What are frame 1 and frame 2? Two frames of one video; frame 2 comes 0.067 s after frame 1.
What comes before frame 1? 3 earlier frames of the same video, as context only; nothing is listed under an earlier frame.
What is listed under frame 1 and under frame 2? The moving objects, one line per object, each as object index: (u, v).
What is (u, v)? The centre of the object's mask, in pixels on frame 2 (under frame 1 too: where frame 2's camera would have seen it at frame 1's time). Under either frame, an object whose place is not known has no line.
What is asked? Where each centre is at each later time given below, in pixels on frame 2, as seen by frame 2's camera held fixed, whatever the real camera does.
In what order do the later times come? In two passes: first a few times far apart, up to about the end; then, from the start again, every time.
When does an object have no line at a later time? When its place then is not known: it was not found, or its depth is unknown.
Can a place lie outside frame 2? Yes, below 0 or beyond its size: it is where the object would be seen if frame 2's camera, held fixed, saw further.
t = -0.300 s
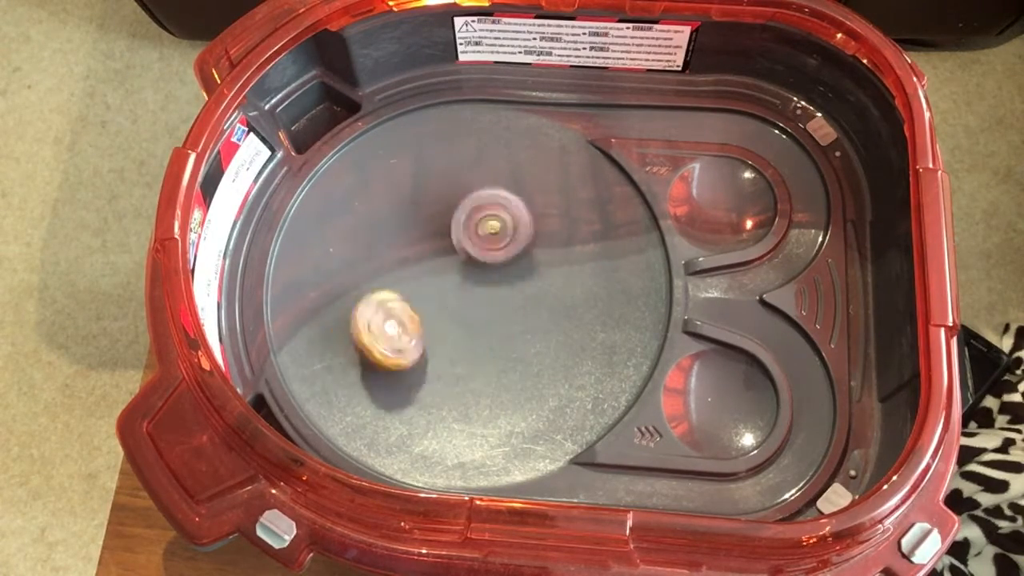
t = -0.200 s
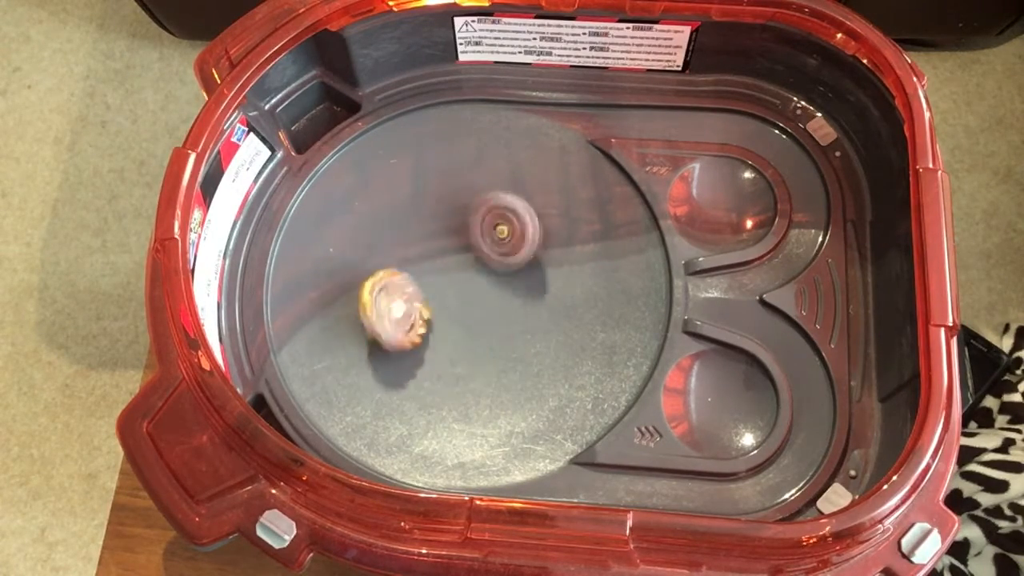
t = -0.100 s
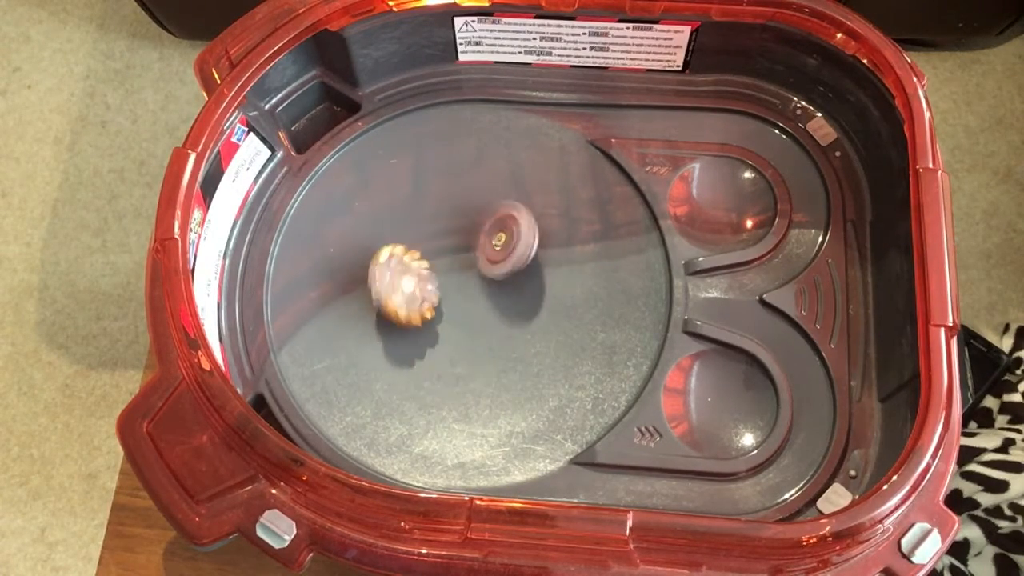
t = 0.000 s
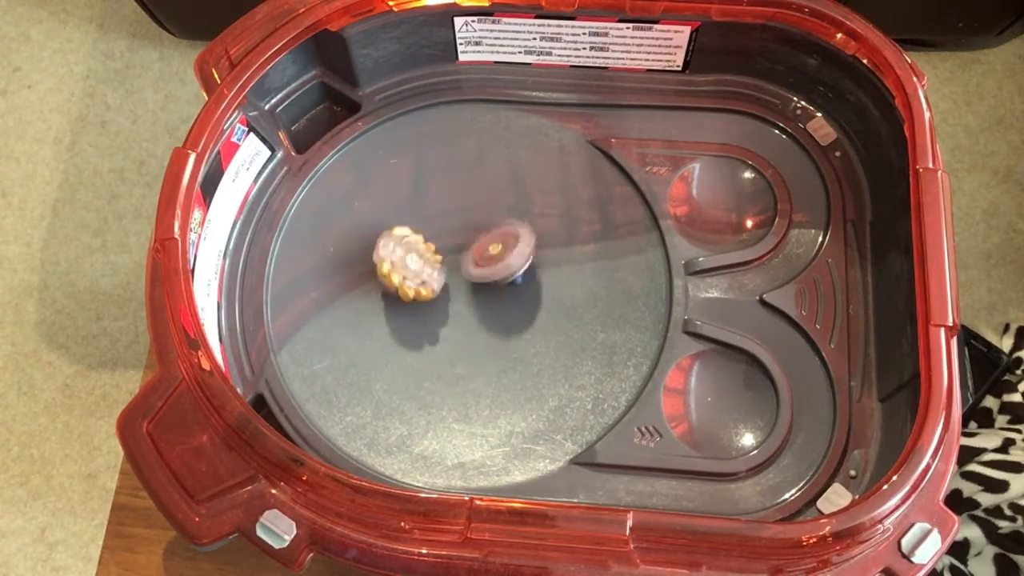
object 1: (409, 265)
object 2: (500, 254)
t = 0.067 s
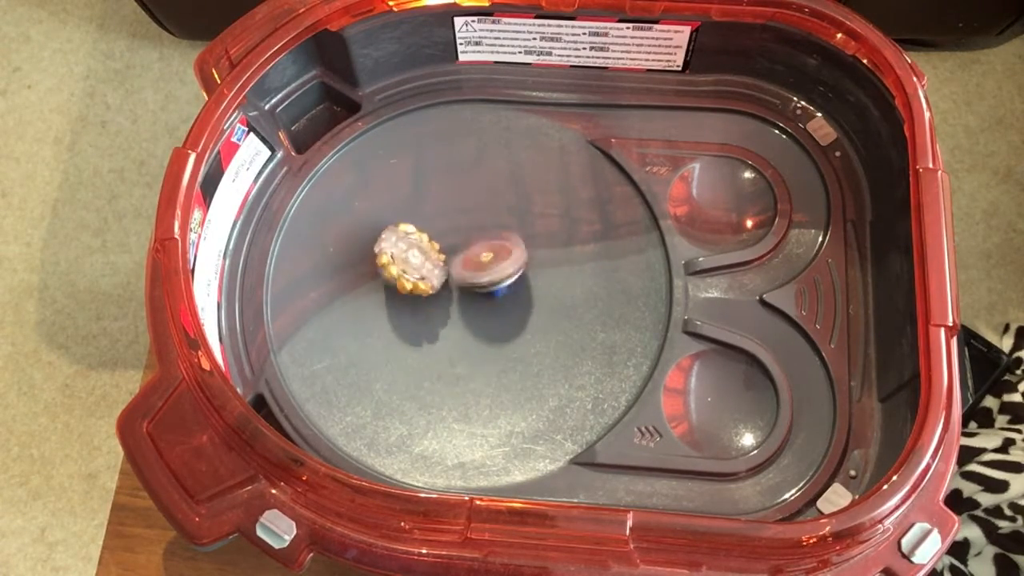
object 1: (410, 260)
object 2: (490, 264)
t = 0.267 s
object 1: (412, 271)
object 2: (492, 276)
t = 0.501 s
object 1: (411, 269)
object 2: (478, 288)
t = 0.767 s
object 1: (412, 268)
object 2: (490, 338)
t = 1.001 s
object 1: (412, 268)
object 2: (525, 378)
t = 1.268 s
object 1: (413, 268)
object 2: (551, 322)
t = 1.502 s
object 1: (412, 268)
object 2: (476, 327)
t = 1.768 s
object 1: (412, 268)
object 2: (473, 327)
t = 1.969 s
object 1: (412, 268)
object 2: (470, 309)
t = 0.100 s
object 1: (408, 260)
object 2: (488, 267)
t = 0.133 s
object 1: (407, 264)
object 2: (490, 270)
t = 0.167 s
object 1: (406, 267)
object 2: (491, 270)
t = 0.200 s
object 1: (408, 269)
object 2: (491, 271)
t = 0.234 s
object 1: (410, 270)
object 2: (491, 273)
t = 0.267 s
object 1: (412, 271)
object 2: (492, 276)
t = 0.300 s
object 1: (413, 271)
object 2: (490, 279)
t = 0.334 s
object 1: (413, 271)
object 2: (488, 280)
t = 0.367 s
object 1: (413, 271)
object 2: (486, 282)
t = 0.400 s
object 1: (413, 271)
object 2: (480, 284)
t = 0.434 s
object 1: (412, 271)
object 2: (477, 283)
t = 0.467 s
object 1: (413, 271)
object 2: (478, 284)
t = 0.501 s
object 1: (411, 269)
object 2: (478, 288)
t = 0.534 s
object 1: (411, 268)
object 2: (480, 292)
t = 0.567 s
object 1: (412, 268)
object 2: (483, 297)
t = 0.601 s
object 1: (412, 268)
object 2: (486, 301)
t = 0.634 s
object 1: (412, 268)
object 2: (487, 307)
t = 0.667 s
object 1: (412, 268)
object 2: (486, 314)
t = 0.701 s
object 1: (412, 268)
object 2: (486, 322)
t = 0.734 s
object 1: (412, 268)
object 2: (488, 329)
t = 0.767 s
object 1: (412, 268)
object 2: (490, 338)
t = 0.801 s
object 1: (412, 268)
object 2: (490, 347)
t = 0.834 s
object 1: (412, 268)
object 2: (493, 357)
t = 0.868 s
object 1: (412, 268)
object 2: (497, 364)
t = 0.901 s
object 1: (412, 268)
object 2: (503, 371)
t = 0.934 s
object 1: (412, 268)
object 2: (510, 375)
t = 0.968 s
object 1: (412, 268)
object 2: (518, 377)
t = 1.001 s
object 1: (412, 268)
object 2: (525, 378)
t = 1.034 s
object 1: (412, 268)
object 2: (534, 377)
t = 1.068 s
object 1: (413, 268)
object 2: (542, 373)
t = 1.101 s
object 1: (413, 268)
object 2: (550, 368)
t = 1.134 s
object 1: (413, 268)
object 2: (558, 360)
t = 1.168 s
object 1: (413, 268)
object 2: (562, 351)
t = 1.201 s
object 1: (413, 268)
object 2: (563, 341)
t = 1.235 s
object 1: (413, 268)
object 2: (559, 331)
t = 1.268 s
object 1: (413, 268)
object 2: (551, 322)
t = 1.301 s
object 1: (412, 268)
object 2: (539, 316)
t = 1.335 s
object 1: (412, 268)
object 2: (526, 312)
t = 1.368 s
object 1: (413, 268)
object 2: (512, 310)
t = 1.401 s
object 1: (412, 268)
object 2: (497, 314)
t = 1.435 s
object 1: (412, 268)
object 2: (486, 319)
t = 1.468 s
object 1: (412, 268)
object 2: (479, 323)
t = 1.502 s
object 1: (412, 268)
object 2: (476, 327)
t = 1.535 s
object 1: (412, 268)
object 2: (476, 329)
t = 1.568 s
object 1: (412, 268)
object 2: (477, 330)
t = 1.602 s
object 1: (412, 268)
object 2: (477, 331)
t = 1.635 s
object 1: (412, 268)
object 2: (477, 331)
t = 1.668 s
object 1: (412, 268)
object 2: (477, 331)
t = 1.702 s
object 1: (412, 268)
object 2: (476, 329)
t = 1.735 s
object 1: (412, 268)
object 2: (475, 328)
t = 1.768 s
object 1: (412, 268)
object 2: (473, 327)
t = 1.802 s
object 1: (412, 268)
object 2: (472, 324)
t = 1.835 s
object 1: (412, 268)
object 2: (471, 322)
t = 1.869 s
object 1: (412, 268)
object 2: (470, 319)
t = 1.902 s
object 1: (412, 268)
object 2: (469, 315)
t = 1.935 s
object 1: (412, 268)
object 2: (470, 312)
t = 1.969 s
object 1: (412, 268)
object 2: (470, 309)
